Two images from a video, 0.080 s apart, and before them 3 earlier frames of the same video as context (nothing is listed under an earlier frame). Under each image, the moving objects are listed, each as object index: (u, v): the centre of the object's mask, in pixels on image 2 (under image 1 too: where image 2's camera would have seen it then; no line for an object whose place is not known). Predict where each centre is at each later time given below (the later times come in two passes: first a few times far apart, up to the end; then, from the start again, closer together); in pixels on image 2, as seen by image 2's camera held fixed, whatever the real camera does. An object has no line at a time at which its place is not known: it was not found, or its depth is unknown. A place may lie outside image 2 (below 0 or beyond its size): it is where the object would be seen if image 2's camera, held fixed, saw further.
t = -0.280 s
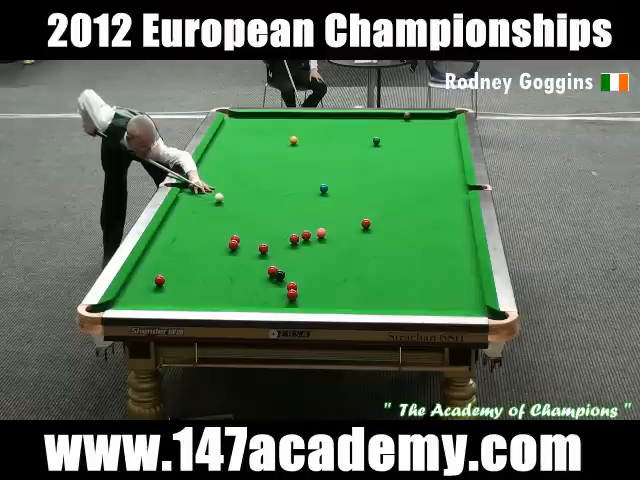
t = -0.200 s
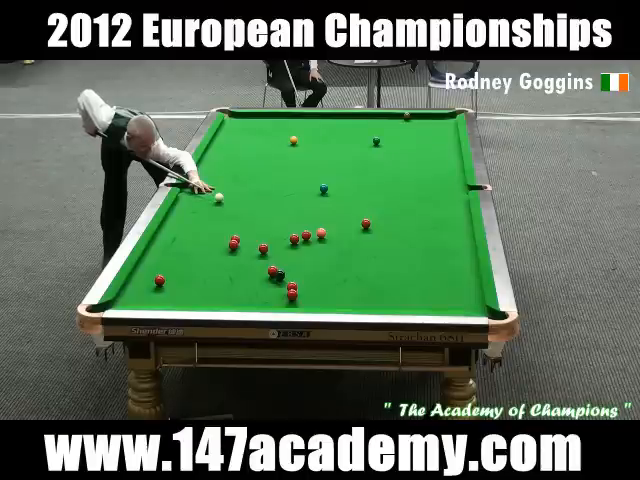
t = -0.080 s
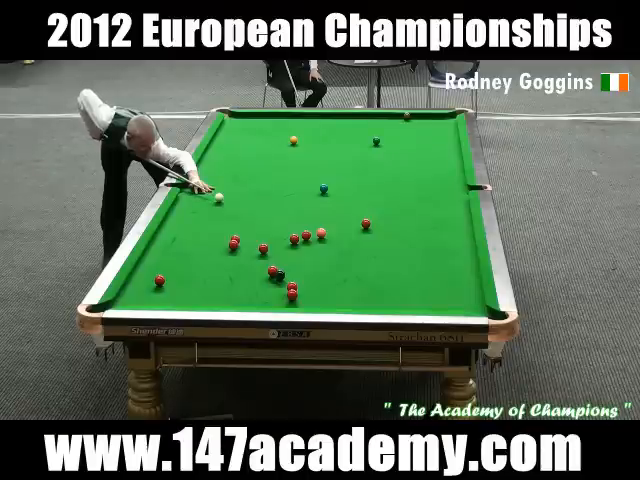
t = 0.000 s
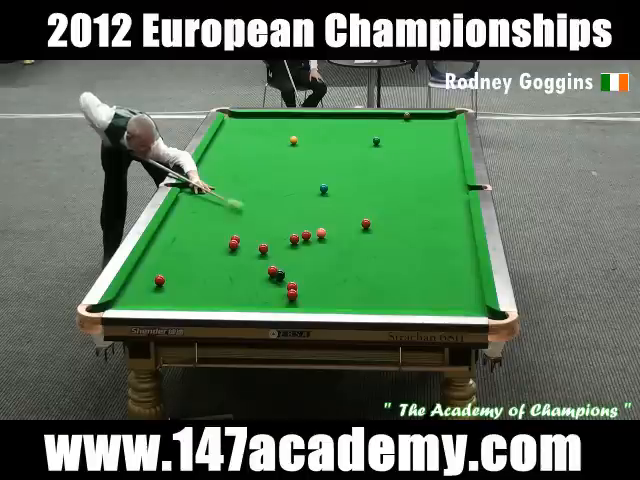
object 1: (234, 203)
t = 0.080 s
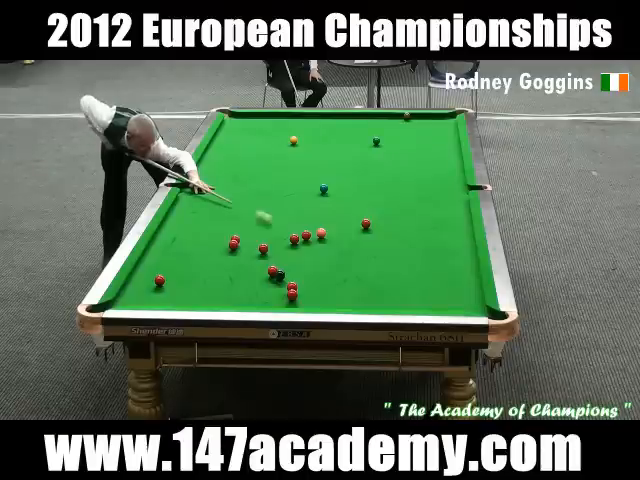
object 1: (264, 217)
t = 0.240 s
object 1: (302, 233)
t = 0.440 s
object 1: (309, 235)
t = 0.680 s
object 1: (317, 237)
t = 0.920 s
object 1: (326, 240)
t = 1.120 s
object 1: (332, 242)
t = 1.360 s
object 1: (339, 244)
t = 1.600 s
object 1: (346, 245)
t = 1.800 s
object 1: (351, 247)
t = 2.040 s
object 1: (356, 248)
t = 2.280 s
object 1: (360, 249)
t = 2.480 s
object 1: (363, 250)
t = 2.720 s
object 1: (367, 250)
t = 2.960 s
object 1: (369, 251)
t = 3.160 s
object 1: (371, 251)
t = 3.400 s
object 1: (371, 251)
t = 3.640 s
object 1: (372, 252)
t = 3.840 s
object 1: (372, 252)
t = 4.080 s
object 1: (372, 252)
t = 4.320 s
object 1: (372, 252)
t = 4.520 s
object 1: (372, 252)
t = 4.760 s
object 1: (372, 252)
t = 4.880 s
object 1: (372, 252)
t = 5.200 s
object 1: (372, 252)
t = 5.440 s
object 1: (372, 252)
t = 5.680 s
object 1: (372, 252)
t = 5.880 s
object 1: (372, 252)
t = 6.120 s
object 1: (372, 252)
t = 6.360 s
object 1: (372, 252)
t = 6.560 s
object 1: (372, 252)
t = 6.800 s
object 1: (372, 252)
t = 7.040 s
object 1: (372, 252)
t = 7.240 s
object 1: (372, 252)
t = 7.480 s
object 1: (372, 252)
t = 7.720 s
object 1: (372, 252)
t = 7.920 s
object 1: (372, 252)
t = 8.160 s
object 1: (372, 252)
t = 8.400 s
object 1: (372, 252)
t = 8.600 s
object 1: (372, 252)
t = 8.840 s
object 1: (372, 252)
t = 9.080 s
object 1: (372, 252)
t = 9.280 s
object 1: (372, 252)
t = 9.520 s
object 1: (372, 252)
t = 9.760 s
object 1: (372, 252)
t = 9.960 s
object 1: (372, 252)
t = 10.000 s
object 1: (372, 252)
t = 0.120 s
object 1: (279, 223)
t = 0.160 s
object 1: (293, 229)
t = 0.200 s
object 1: (301, 232)
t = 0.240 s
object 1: (302, 233)
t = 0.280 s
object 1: (303, 233)
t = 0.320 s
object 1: (305, 233)
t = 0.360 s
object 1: (306, 234)
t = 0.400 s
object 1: (308, 234)
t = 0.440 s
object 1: (309, 235)
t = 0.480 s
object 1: (310, 235)
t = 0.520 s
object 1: (312, 236)
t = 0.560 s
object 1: (314, 236)
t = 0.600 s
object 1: (315, 237)
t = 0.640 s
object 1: (316, 237)
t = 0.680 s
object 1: (317, 237)
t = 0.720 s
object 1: (319, 238)
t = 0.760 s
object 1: (320, 238)
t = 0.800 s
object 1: (322, 239)
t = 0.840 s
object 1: (323, 239)
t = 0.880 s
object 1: (325, 239)
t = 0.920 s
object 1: (326, 240)
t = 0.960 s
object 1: (327, 240)
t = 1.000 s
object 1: (328, 241)
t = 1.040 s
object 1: (330, 241)
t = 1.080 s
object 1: (331, 241)
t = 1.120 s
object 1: (332, 242)
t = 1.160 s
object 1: (333, 242)
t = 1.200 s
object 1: (334, 242)
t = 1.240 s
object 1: (336, 243)
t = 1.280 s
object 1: (337, 243)
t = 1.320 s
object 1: (338, 243)
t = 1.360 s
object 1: (339, 244)
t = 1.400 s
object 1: (341, 244)
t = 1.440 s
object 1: (342, 244)
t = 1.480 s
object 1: (343, 245)
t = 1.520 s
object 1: (343, 245)
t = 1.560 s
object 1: (345, 245)
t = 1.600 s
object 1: (346, 245)
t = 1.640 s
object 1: (347, 245)
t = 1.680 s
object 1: (348, 246)
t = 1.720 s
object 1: (349, 246)
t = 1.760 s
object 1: (350, 246)
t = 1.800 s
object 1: (351, 247)
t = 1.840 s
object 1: (351, 247)
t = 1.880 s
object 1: (352, 247)
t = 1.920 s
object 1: (353, 247)
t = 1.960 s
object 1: (354, 248)
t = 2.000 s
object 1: (355, 248)
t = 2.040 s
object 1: (356, 248)
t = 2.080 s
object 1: (357, 248)
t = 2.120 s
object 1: (358, 248)
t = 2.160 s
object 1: (358, 248)
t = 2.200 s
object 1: (359, 249)
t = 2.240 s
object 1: (360, 249)
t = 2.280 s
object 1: (360, 249)
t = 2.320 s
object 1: (361, 249)
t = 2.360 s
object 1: (362, 249)
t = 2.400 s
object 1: (362, 249)
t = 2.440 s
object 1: (363, 250)
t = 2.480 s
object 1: (363, 250)
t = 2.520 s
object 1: (364, 250)
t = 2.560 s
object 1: (364, 250)
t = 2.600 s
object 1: (365, 250)
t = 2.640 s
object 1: (365, 250)
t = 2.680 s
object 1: (366, 250)
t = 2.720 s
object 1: (367, 250)
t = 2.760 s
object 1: (367, 250)
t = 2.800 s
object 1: (367, 250)
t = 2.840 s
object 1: (368, 251)
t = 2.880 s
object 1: (368, 251)
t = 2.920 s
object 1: (369, 251)
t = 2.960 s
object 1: (369, 251)
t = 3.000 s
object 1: (369, 251)
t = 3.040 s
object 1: (370, 251)
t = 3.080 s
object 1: (370, 251)
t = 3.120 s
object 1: (370, 251)
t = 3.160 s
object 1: (371, 251)
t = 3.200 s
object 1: (371, 251)
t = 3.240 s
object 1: (371, 251)
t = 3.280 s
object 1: (371, 251)
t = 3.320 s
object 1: (371, 251)
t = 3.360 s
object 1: (371, 251)
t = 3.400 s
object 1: (371, 251)
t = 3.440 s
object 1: (372, 251)
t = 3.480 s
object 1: (371, 251)
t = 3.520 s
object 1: (372, 251)
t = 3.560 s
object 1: (371, 251)
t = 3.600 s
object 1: (371, 251)
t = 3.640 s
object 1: (372, 252)
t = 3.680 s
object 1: (372, 252)
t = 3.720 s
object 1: (372, 252)
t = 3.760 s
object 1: (372, 252)
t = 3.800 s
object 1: (372, 252)
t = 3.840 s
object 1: (372, 252)
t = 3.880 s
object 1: (372, 252)
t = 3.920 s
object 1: (372, 252)
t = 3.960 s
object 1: (372, 252)
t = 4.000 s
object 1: (372, 252)
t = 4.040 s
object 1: (372, 252)
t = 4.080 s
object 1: (372, 252)
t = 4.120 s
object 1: (372, 252)
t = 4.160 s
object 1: (372, 252)
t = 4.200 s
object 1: (372, 252)
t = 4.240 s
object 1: (372, 252)
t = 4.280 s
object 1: (372, 252)
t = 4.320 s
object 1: (372, 252)
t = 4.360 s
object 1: (372, 252)
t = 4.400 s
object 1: (372, 252)
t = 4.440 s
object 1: (372, 252)
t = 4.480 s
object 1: (372, 252)
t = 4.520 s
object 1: (372, 252)
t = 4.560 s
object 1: (372, 252)
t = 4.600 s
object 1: (372, 252)
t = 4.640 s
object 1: (372, 252)
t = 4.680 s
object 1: (372, 252)
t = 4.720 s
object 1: (372, 252)
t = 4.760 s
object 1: (372, 252)
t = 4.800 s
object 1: (372, 252)
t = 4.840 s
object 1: (372, 252)
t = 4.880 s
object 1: (372, 252)
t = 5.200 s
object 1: (372, 252)
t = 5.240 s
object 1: (372, 251)
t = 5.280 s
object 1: (372, 252)
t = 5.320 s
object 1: (372, 252)
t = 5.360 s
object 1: (372, 252)
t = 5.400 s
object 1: (372, 252)
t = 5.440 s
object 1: (372, 252)
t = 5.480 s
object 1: (372, 252)
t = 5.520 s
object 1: (372, 252)
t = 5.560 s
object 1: (372, 252)
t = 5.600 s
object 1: (372, 252)
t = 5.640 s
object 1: (372, 252)
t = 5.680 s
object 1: (372, 252)
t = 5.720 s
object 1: (372, 252)
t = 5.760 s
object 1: (372, 252)
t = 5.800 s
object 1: (372, 252)
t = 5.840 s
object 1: (372, 252)
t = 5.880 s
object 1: (372, 252)
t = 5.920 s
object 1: (372, 252)
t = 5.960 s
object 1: (372, 252)
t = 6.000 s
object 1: (372, 252)
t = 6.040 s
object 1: (372, 252)
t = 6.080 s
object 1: (372, 252)
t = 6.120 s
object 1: (372, 252)
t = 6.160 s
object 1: (372, 252)
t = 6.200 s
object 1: (372, 252)
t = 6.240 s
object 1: (372, 252)
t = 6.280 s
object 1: (372, 252)
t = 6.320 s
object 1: (372, 252)
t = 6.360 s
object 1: (372, 252)
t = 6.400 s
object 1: (372, 252)
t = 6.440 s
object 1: (372, 252)
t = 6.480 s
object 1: (372, 252)
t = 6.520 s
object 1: (372, 252)
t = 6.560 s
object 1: (372, 252)
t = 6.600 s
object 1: (372, 252)
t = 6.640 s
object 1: (372, 252)
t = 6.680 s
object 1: (372, 252)
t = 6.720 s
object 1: (372, 252)
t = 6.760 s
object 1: (372, 252)
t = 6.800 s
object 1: (372, 252)
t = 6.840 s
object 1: (372, 252)
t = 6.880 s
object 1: (372, 252)
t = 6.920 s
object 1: (372, 252)
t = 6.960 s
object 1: (372, 252)
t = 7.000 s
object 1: (372, 252)
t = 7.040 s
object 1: (372, 252)
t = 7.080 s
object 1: (372, 252)
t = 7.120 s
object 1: (372, 252)
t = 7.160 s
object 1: (372, 252)
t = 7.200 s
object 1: (372, 252)
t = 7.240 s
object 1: (372, 252)
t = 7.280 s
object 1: (372, 252)
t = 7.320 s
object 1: (372, 252)
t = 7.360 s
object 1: (372, 252)
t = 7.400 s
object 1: (372, 252)
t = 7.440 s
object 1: (372, 252)
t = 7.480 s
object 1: (372, 252)
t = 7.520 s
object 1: (372, 252)
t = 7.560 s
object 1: (372, 252)
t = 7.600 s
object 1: (372, 252)
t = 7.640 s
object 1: (372, 252)
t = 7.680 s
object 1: (372, 252)
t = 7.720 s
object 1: (372, 252)
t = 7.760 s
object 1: (372, 252)
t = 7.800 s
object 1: (372, 252)
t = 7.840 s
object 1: (372, 252)
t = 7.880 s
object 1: (372, 252)
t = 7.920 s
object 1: (372, 252)
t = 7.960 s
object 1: (372, 252)
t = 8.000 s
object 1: (372, 252)
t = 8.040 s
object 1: (372, 252)
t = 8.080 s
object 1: (372, 252)
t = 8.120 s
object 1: (372, 252)
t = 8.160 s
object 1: (372, 252)
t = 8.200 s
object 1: (372, 252)
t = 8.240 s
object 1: (372, 252)
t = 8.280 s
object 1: (372, 252)
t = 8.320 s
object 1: (372, 252)
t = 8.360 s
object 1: (372, 252)
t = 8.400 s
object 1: (372, 252)
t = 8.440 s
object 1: (372, 252)
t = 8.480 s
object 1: (372, 252)
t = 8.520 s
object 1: (372, 252)
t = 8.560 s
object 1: (372, 252)
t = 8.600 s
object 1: (372, 252)
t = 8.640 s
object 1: (372, 252)
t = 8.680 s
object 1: (372, 252)
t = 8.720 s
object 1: (372, 252)
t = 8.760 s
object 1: (372, 252)
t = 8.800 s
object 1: (372, 252)
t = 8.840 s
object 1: (372, 252)
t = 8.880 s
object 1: (372, 252)
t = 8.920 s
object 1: (372, 252)
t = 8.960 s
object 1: (372, 252)
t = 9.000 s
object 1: (372, 252)
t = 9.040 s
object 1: (372, 252)
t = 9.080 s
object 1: (372, 252)
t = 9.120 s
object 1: (372, 252)
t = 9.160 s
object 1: (372, 252)
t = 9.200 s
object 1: (372, 252)
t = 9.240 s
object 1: (372, 252)
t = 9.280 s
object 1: (372, 252)
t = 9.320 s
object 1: (372, 252)
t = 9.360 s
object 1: (372, 252)
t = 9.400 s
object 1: (372, 252)
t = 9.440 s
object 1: (372, 252)
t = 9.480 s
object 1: (372, 252)
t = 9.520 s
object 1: (372, 252)
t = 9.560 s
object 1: (372, 252)
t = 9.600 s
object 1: (372, 252)
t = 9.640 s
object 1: (372, 252)
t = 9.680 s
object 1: (372, 252)
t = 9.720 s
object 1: (372, 252)
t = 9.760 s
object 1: (372, 252)
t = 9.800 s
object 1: (372, 252)
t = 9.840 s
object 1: (372, 252)
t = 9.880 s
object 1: (372, 252)
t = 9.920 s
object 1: (372, 252)
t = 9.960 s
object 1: (372, 252)
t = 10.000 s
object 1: (372, 252)
